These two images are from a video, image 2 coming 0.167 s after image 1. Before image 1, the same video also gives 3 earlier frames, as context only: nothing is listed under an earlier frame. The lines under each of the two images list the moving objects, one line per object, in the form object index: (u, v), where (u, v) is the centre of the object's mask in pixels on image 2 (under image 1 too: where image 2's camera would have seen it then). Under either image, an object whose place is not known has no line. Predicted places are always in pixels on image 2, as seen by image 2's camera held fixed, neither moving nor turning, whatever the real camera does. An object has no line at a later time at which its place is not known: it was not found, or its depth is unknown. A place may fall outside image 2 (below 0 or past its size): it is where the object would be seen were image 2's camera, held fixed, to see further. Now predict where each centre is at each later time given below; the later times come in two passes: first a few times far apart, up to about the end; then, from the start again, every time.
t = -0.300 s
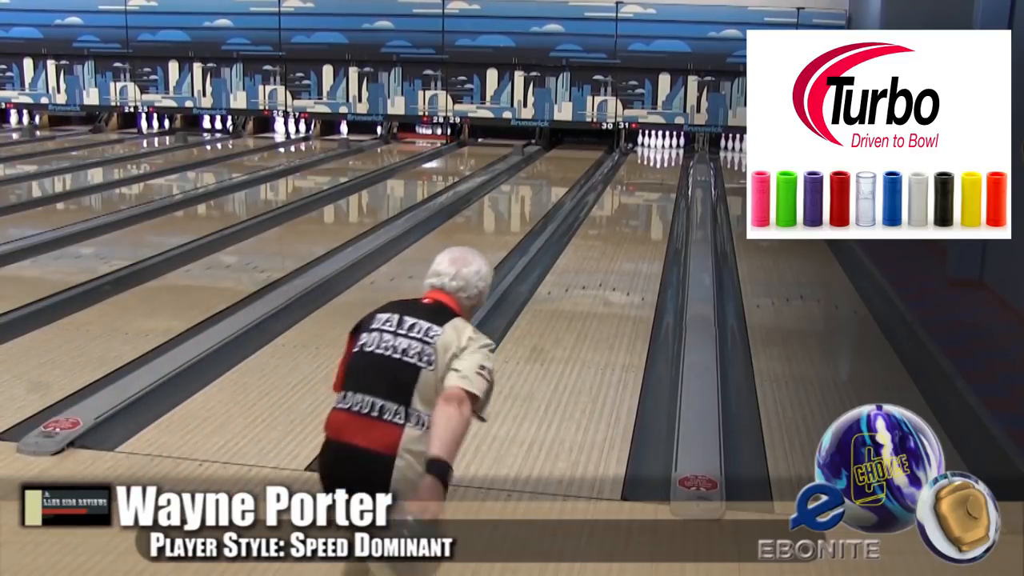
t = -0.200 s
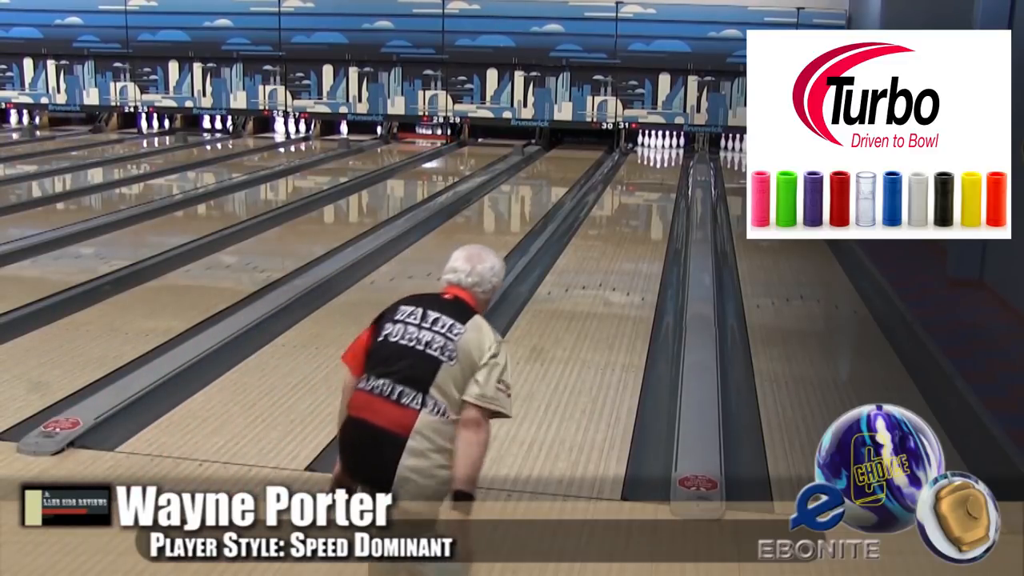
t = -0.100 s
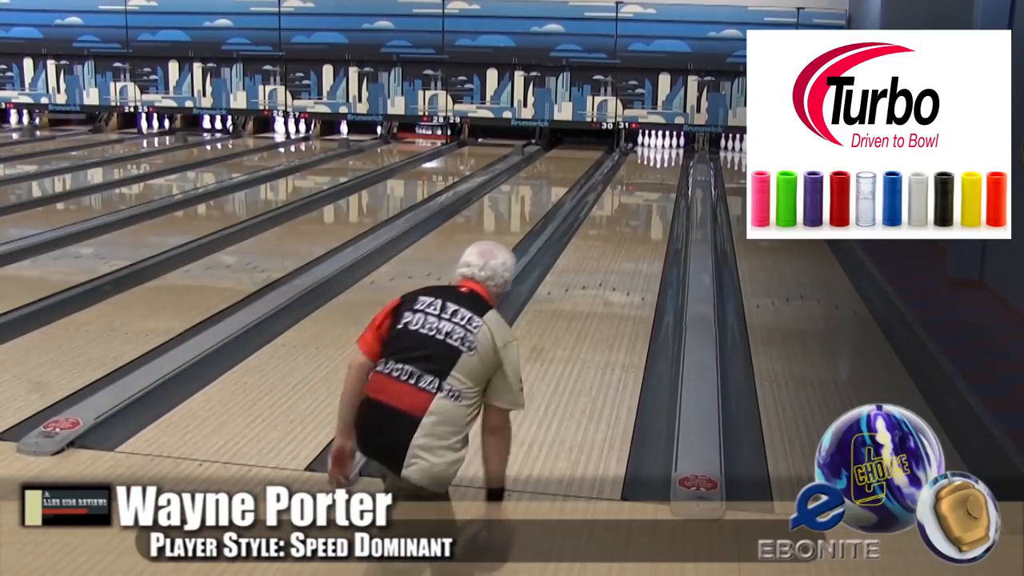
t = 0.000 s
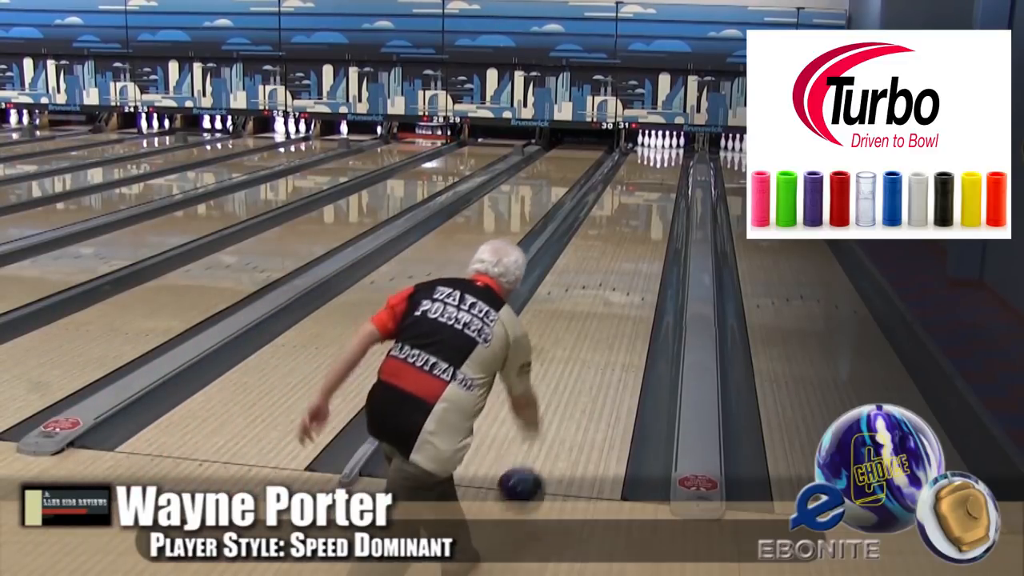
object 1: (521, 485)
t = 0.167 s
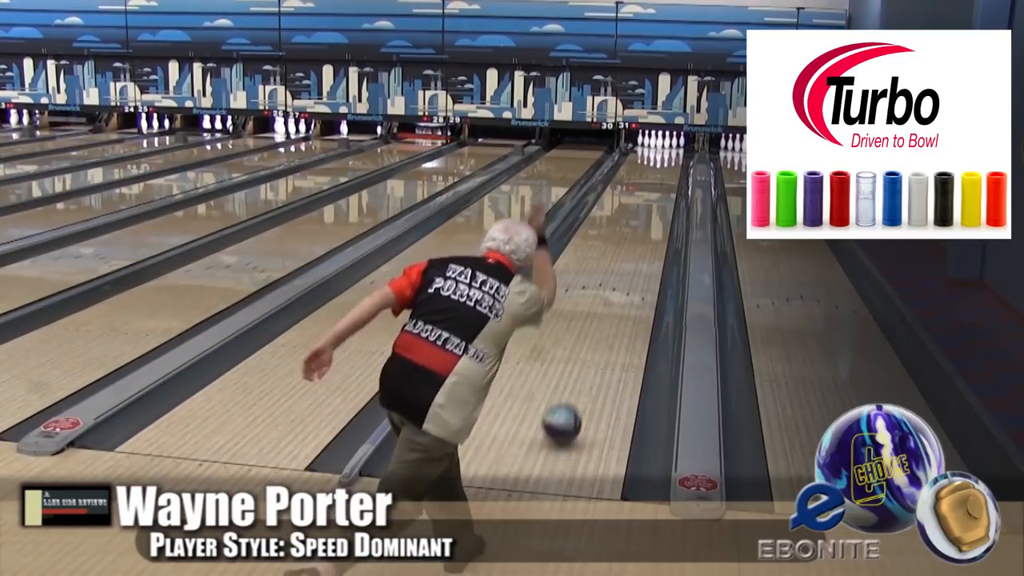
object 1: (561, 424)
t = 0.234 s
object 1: (575, 400)
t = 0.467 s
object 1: (606, 329)
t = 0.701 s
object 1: (626, 281)
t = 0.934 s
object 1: (640, 248)
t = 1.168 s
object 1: (650, 223)
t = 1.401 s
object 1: (659, 203)
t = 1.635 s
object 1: (664, 189)
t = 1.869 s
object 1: (667, 177)
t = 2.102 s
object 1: (669, 167)
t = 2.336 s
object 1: (668, 158)
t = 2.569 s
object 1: (666, 152)
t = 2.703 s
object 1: (665, 148)
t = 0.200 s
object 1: (568, 411)
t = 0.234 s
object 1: (575, 400)
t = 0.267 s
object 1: (580, 388)
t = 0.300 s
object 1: (584, 376)
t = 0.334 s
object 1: (589, 366)
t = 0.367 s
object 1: (594, 355)
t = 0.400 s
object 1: (598, 346)
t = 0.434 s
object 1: (602, 336)
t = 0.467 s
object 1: (606, 329)
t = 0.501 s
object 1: (609, 321)
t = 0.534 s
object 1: (612, 313)
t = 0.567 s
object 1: (615, 306)
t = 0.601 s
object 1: (618, 299)
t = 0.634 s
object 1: (620, 293)
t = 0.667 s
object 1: (623, 287)
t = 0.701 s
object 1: (626, 281)
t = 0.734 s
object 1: (628, 276)
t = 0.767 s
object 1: (630, 271)
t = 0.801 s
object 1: (634, 266)
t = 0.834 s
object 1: (635, 260)
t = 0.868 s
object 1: (637, 257)
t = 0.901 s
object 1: (638, 252)
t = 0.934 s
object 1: (640, 248)
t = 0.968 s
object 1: (641, 244)
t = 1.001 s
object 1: (643, 240)
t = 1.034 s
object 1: (645, 237)
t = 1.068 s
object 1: (647, 234)
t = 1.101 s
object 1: (649, 229)
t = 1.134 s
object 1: (650, 224)
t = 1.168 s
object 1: (650, 223)
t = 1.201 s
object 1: (651, 219)
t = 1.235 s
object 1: (653, 216)
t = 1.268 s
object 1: (654, 214)
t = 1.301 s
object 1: (656, 211)
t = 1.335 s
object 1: (656, 209)
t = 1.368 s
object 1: (658, 206)
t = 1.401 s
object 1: (659, 203)
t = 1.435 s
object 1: (659, 200)
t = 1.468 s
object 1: (660, 199)
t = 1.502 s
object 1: (660, 197)
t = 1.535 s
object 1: (661, 194)
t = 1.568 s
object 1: (662, 192)
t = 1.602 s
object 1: (663, 191)
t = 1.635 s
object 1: (664, 189)
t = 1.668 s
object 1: (664, 186)
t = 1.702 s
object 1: (665, 183)
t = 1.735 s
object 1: (665, 183)
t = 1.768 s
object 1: (665, 181)
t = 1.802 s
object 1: (666, 180)
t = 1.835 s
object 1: (667, 178)
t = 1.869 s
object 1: (667, 177)
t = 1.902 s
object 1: (667, 175)
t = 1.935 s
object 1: (667, 174)
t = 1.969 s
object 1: (667, 173)
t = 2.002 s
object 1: (668, 172)
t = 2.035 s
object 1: (669, 170)
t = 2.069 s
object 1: (669, 167)
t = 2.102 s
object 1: (669, 167)
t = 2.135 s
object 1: (670, 166)
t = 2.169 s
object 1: (669, 164)
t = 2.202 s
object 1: (670, 164)
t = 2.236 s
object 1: (669, 162)
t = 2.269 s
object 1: (669, 161)
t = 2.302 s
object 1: (669, 159)
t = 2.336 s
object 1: (668, 158)
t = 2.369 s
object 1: (669, 157)
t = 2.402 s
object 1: (668, 157)
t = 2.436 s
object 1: (667, 157)
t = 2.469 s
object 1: (668, 156)
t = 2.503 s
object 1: (667, 154)
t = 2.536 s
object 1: (668, 154)
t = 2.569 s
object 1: (666, 152)
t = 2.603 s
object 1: (666, 150)
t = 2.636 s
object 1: (666, 150)
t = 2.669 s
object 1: (665, 149)
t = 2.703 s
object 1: (665, 148)
